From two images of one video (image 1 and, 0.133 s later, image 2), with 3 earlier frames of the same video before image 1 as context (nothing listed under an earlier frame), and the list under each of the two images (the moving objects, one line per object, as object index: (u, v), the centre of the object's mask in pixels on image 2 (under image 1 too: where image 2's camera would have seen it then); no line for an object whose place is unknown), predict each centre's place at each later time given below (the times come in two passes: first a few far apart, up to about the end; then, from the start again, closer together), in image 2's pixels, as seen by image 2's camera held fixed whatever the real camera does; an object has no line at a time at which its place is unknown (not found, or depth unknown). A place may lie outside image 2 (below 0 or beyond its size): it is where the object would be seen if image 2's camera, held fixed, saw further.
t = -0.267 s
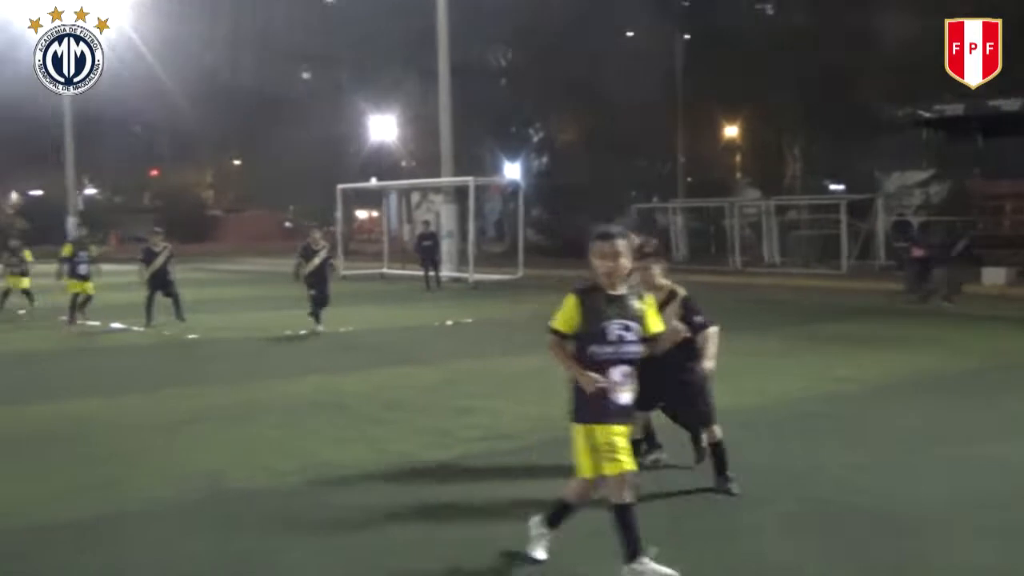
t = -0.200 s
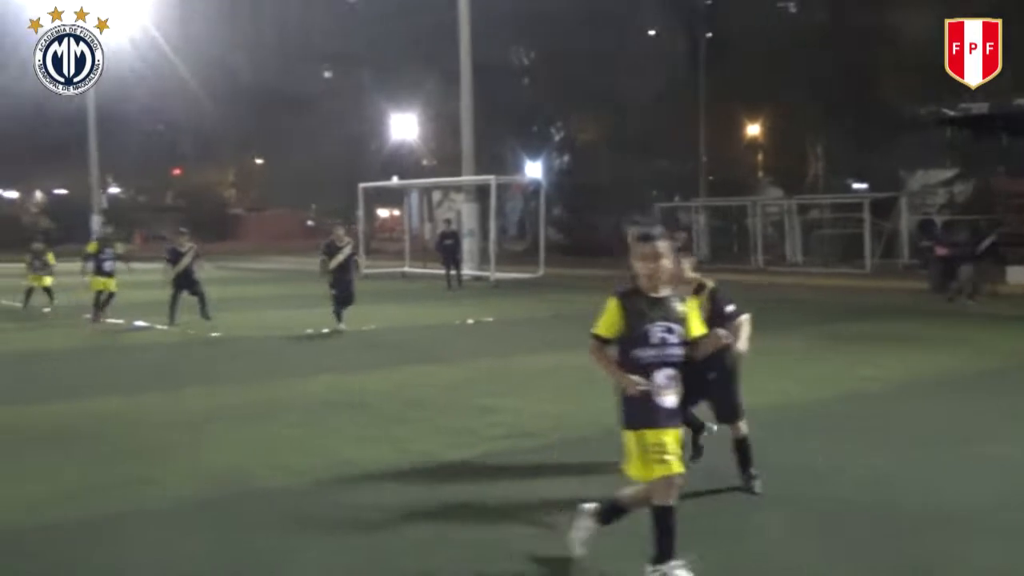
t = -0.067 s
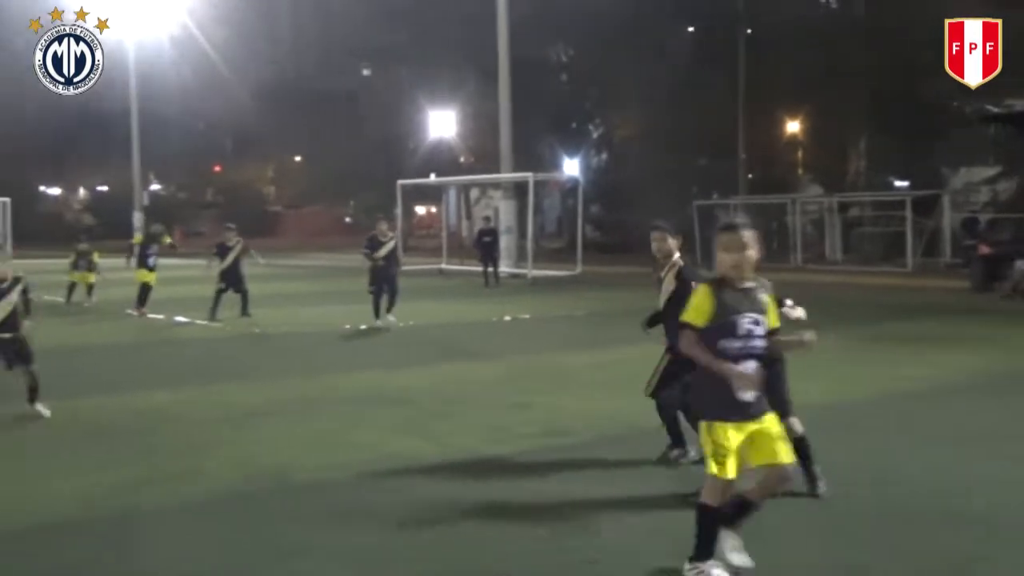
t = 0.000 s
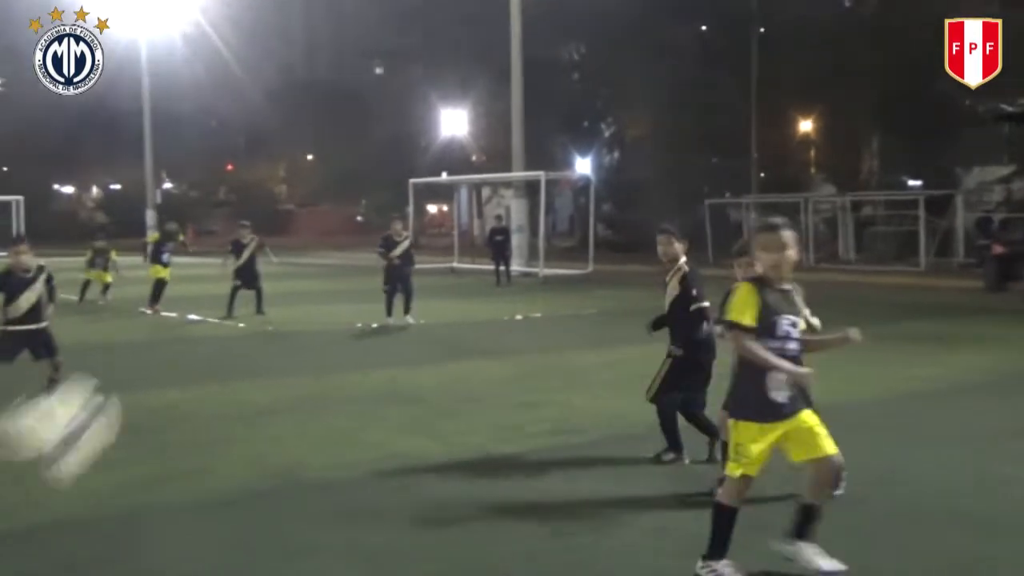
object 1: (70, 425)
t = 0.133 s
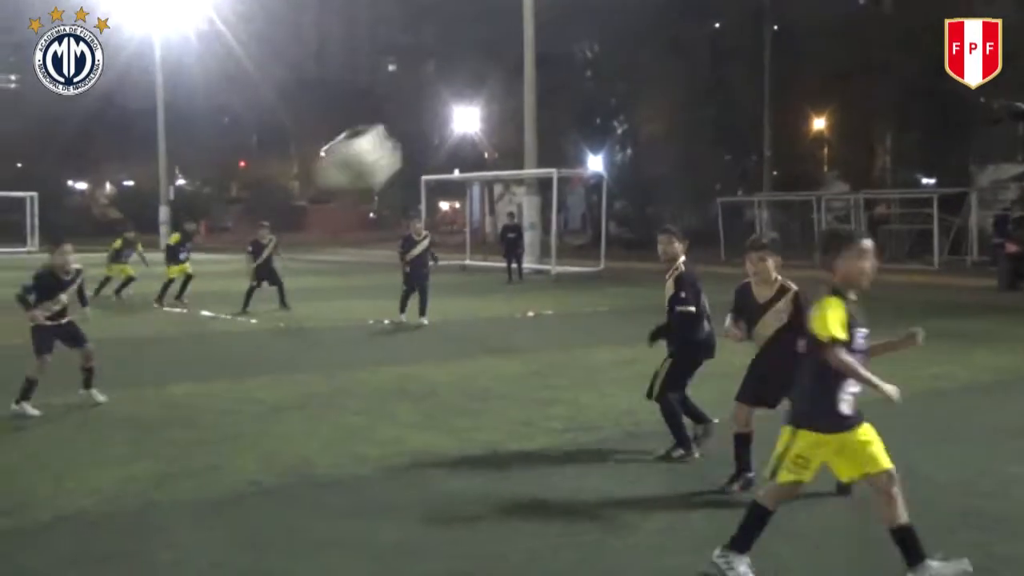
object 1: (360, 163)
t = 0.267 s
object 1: (503, 58)
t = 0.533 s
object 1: (636, 24)
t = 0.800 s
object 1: (691, 77)
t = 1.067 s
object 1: (720, 164)
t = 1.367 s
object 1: (735, 280)
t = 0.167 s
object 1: (405, 126)
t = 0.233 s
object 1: (476, 75)
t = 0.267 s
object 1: (503, 58)
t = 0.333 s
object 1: (550, 36)
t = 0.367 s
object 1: (572, 25)
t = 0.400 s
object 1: (584, 24)
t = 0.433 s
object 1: (598, 23)
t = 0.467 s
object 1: (612, 23)
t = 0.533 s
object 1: (636, 24)
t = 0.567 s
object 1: (645, 28)
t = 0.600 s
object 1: (653, 32)
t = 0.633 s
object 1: (661, 37)
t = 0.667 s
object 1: (668, 44)
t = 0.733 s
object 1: (681, 58)
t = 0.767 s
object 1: (686, 67)
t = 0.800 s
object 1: (691, 77)
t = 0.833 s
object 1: (696, 86)
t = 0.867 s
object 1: (699, 96)
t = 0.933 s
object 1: (707, 118)
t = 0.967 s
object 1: (711, 128)
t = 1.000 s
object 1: (713, 140)
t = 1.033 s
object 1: (717, 152)
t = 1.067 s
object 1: (720, 164)
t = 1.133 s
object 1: (724, 188)
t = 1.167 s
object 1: (726, 201)
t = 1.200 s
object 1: (728, 214)
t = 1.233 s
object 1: (730, 227)
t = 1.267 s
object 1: (731, 241)
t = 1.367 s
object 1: (735, 280)
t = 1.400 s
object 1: (735, 293)
